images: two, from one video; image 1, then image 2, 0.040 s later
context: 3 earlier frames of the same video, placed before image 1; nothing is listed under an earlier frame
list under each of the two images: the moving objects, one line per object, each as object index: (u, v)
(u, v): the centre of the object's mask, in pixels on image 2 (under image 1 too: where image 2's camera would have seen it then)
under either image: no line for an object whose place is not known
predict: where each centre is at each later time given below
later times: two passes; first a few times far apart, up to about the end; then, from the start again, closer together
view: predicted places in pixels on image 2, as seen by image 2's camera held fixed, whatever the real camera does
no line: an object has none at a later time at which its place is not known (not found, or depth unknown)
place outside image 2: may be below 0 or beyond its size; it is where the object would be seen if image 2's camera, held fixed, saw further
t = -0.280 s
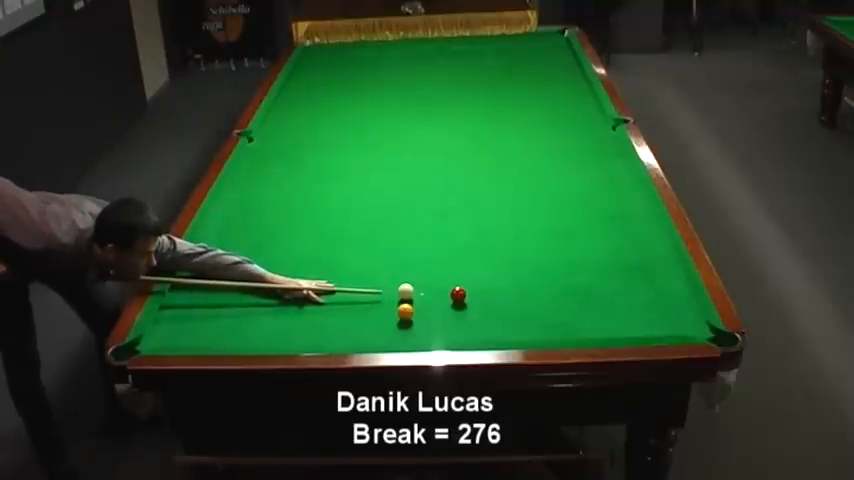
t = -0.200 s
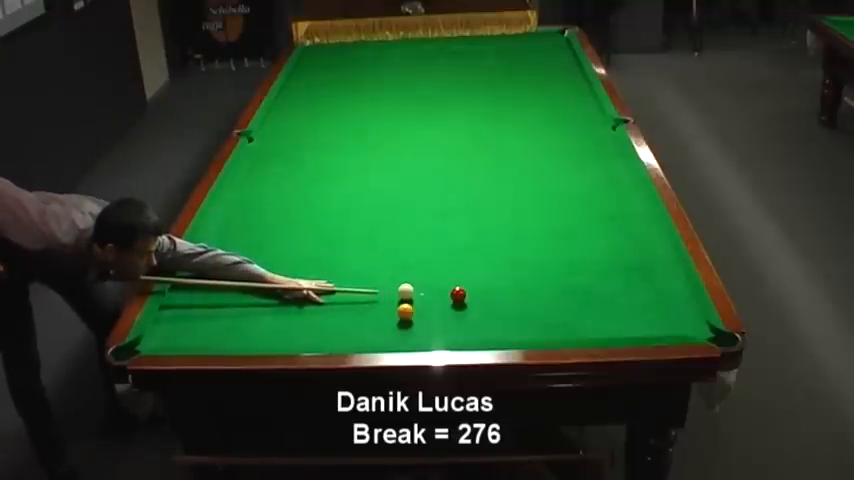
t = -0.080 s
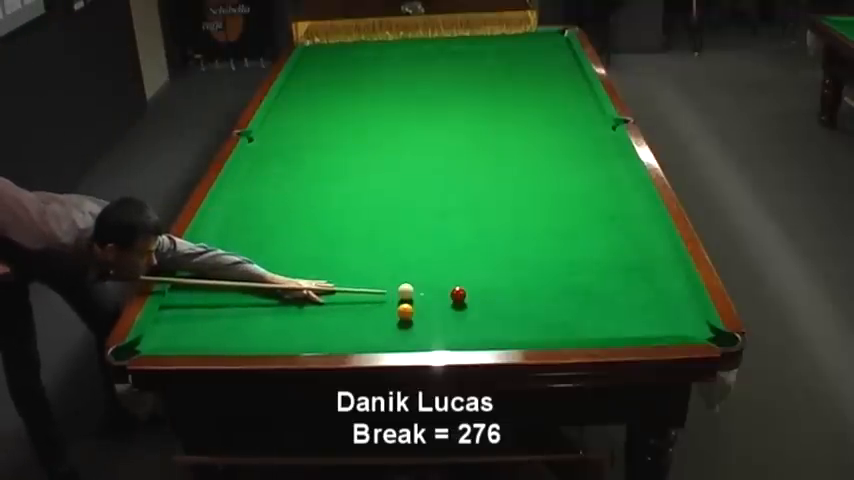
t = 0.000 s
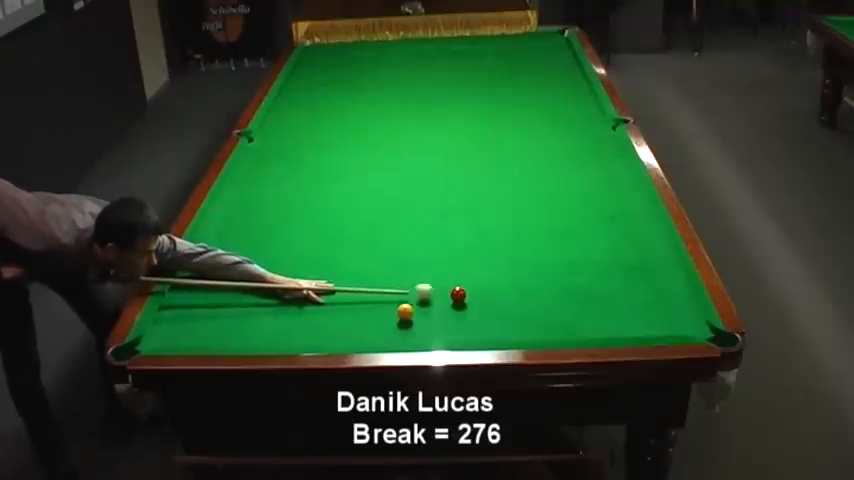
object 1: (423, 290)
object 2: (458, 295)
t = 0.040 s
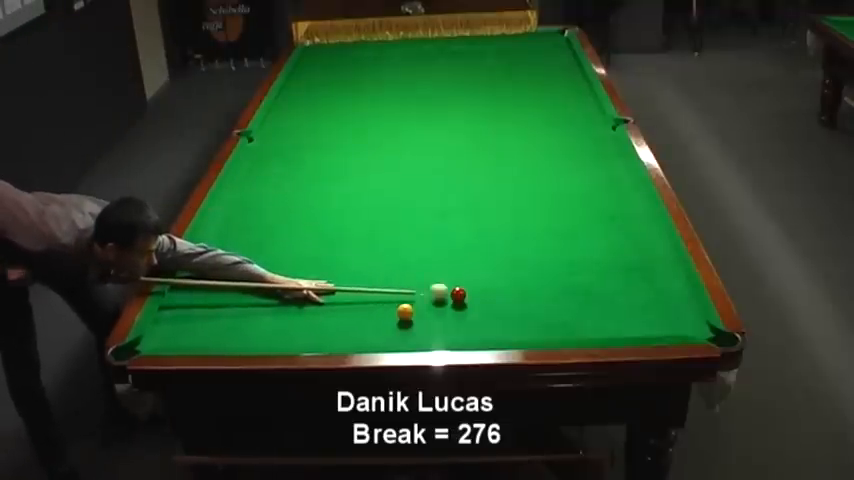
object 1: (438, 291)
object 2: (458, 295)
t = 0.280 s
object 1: (453, 283)
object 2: (513, 304)
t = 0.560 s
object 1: (464, 274)
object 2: (574, 313)
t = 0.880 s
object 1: (474, 266)
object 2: (642, 325)
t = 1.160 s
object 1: (482, 260)
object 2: (699, 332)
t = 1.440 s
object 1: (489, 256)
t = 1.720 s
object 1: (494, 252)
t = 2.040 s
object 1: (497, 248)
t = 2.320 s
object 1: (501, 248)
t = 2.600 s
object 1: (502, 248)
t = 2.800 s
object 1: (502, 248)
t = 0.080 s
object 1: (444, 290)
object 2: (466, 296)
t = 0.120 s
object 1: (446, 288)
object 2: (477, 298)
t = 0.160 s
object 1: (448, 287)
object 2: (488, 300)
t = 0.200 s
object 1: (449, 285)
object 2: (496, 301)
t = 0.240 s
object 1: (451, 284)
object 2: (505, 302)
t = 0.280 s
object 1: (453, 283)
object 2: (513, 304)
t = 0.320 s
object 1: (455, 281)
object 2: (522, 305)
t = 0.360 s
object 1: (456, 280)
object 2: (531, 307)
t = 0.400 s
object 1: (457, 279)
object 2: (539, 308)
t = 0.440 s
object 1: (459, 278)
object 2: (548, 309)
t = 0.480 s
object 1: (461, 276)
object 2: (556, 310)
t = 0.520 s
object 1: (462, 275)
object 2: (566, 312)
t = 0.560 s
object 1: (464, 274)
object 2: (574, 313)
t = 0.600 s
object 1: (465, 273)
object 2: (582, 315)
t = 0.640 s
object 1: (467, 272)
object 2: (590, 316)
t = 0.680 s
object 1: (468, 271)
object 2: (599, 318)
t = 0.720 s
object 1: (469, 270)
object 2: (608, 319)
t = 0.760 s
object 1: (471, 269)
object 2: (616, 320)
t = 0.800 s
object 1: (472, 268)
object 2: (625, 321)
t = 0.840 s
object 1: (473, 267)
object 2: (633, 323)
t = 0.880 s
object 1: (474, 266)
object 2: (642, 325)
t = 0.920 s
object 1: (476, 265)
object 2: (650, 326)
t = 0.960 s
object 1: (477, 264)
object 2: (658, 327)
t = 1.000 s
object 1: (478, 263)
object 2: (666, 327)
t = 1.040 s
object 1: (479, 262)
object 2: (674, 328)
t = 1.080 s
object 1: (480, 262)
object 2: (683, 329)
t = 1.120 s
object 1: (481, 261)
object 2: (691, 330)
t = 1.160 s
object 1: (482, 260)
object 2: (699, 332)
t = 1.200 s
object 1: (484, 259)
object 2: (708, 334)
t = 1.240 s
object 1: (485, 259)
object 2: (714, 338)
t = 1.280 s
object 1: (485, 258)
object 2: (719, 346)
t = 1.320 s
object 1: (486, 257)
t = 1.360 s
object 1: (487, 257)
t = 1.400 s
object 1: (488, 256)
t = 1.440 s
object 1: (489, 256)
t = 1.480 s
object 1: (490, 255)
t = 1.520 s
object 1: (491, 255)
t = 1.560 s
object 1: (491, 254)
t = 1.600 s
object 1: (492, 253)
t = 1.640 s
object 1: (493, 253)
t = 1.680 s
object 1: (494, 253)
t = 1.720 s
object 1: (494, 252)
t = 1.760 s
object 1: (495, 252)
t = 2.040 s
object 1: (497, 248)
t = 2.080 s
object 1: (499, 249)
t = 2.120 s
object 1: (500, 249)
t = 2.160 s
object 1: (500, 249)
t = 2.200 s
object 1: (500, 249)
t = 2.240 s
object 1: (501, 249)
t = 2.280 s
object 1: (501, 249)
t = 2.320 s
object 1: (501, 248)
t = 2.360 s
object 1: (501, 248)
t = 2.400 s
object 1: (502, 248)
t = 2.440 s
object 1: (502, 248)
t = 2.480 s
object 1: (502, 248)
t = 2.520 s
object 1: (502, 248)
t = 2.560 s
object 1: (502, 248)
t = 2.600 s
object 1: (502, 248)
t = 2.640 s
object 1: (502, 248)
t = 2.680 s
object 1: (502, 248)
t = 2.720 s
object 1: (502, 248)
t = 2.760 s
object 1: (502, 248)
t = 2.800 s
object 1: (502, 248)
